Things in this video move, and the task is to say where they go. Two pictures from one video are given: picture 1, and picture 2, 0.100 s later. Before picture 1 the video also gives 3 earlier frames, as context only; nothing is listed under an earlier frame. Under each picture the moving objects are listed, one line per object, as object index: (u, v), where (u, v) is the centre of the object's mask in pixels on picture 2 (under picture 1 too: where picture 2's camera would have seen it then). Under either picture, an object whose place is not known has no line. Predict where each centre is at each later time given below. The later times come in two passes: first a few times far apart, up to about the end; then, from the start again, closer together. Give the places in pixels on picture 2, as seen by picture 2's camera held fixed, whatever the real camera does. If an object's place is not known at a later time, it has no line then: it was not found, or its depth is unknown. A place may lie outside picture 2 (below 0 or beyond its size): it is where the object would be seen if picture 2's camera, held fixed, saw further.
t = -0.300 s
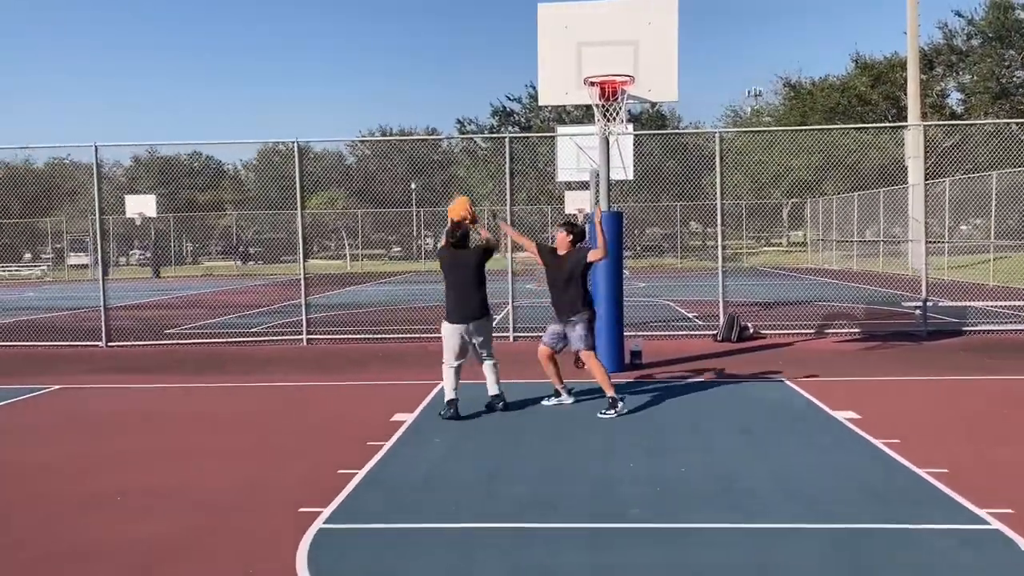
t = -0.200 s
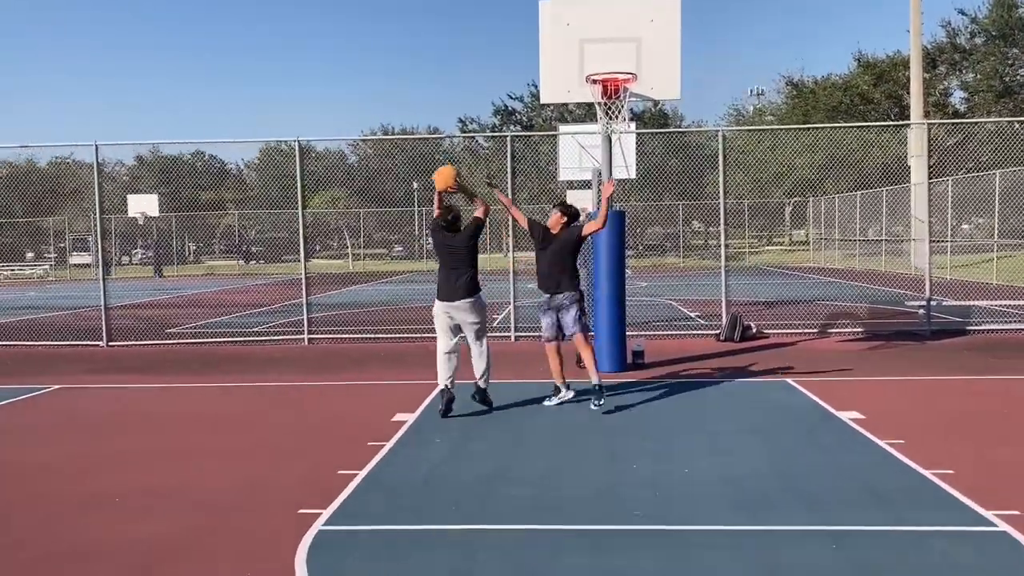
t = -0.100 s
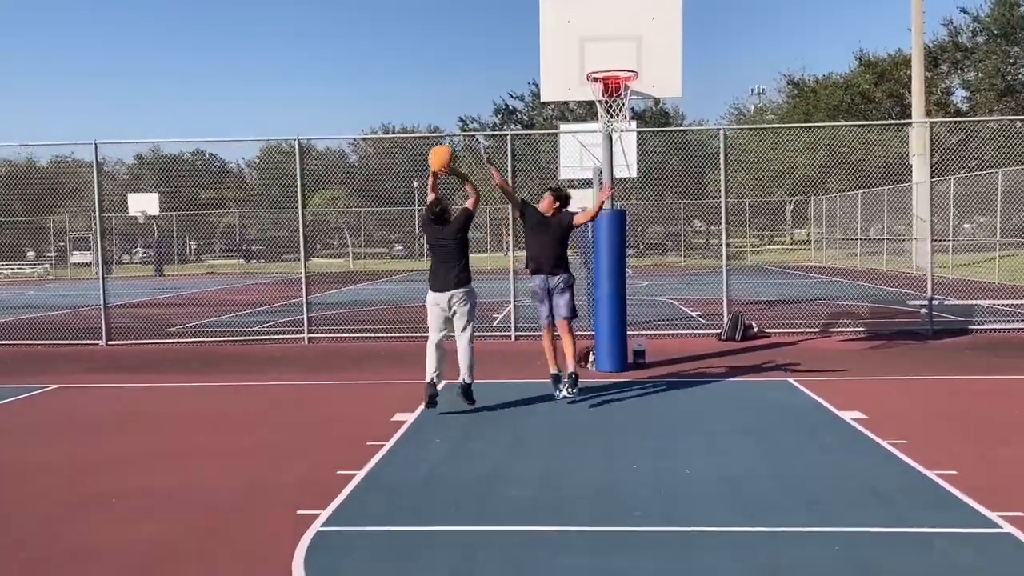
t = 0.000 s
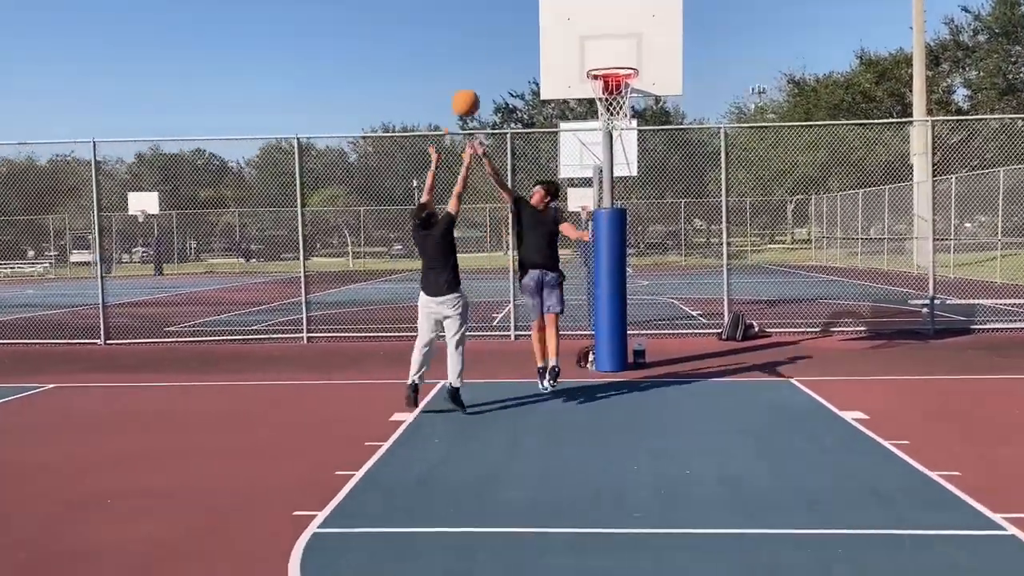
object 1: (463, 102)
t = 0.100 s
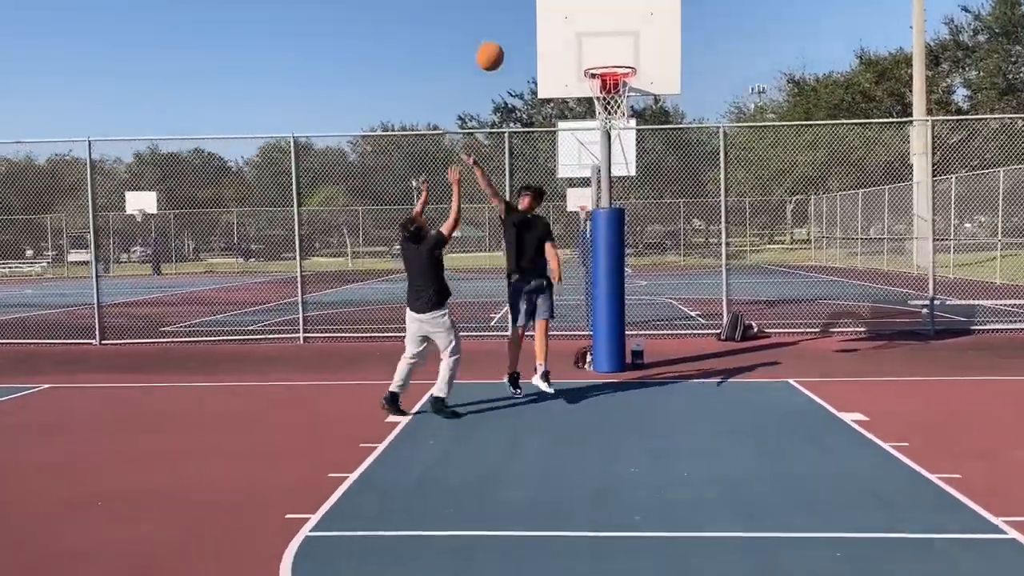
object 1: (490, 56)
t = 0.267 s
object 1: (534, 12)
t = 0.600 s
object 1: (618, 16)
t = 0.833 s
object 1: (660, 74)
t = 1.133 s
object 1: (714, 238)
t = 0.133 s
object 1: (499, 44)
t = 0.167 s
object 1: (508, 33)
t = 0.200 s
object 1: (517, 24)
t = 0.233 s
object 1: (526, 16)
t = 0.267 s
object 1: (534, 12)
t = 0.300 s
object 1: (543, 10)
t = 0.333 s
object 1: (551, 8)
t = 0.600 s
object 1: (618, 16)
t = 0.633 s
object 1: (626, 21)
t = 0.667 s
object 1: (633, 28)
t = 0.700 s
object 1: (638, 35)
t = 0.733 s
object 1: (644, 43)
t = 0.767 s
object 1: (649, 52)
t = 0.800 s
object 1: (654, 63)
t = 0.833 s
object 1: (660, 74)
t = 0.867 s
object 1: (666, 87)
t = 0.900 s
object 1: (672, 101)
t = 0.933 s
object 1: (677, 117)
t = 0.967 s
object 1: (684, 133)
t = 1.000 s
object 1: (690, 152)
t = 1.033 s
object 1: (695, 171)
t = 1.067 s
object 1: (702, 192)
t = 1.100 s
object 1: (708, 214)
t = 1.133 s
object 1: (714, 238)
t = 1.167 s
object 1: (720, 261)
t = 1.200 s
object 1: (726, 288)
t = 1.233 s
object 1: (733, 314)
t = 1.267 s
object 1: (742, 343)
